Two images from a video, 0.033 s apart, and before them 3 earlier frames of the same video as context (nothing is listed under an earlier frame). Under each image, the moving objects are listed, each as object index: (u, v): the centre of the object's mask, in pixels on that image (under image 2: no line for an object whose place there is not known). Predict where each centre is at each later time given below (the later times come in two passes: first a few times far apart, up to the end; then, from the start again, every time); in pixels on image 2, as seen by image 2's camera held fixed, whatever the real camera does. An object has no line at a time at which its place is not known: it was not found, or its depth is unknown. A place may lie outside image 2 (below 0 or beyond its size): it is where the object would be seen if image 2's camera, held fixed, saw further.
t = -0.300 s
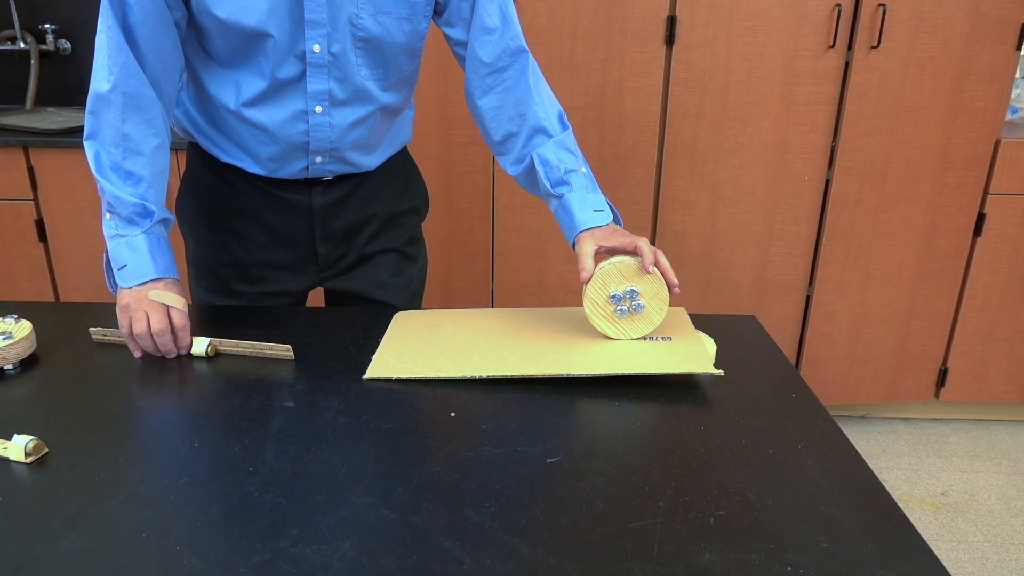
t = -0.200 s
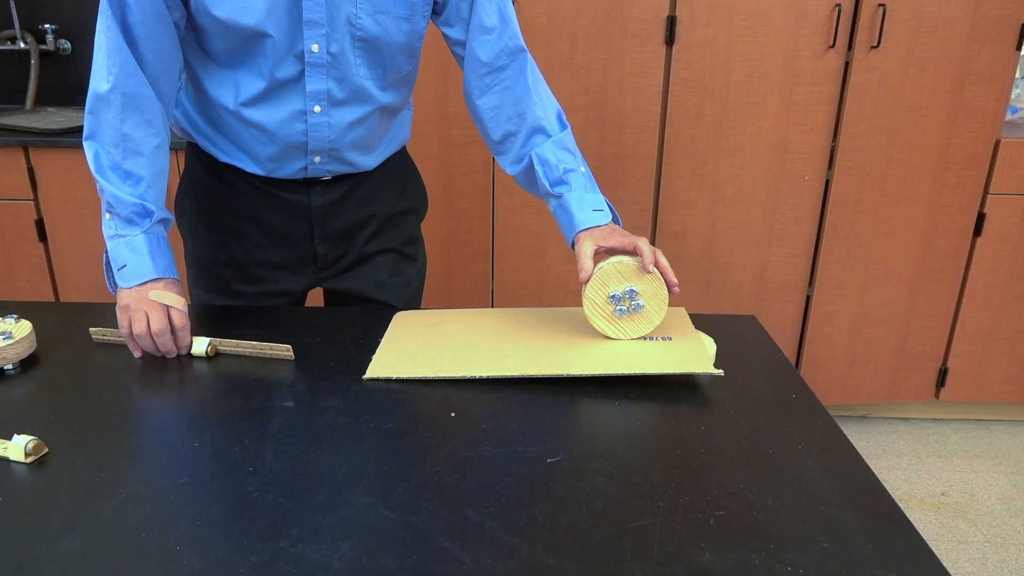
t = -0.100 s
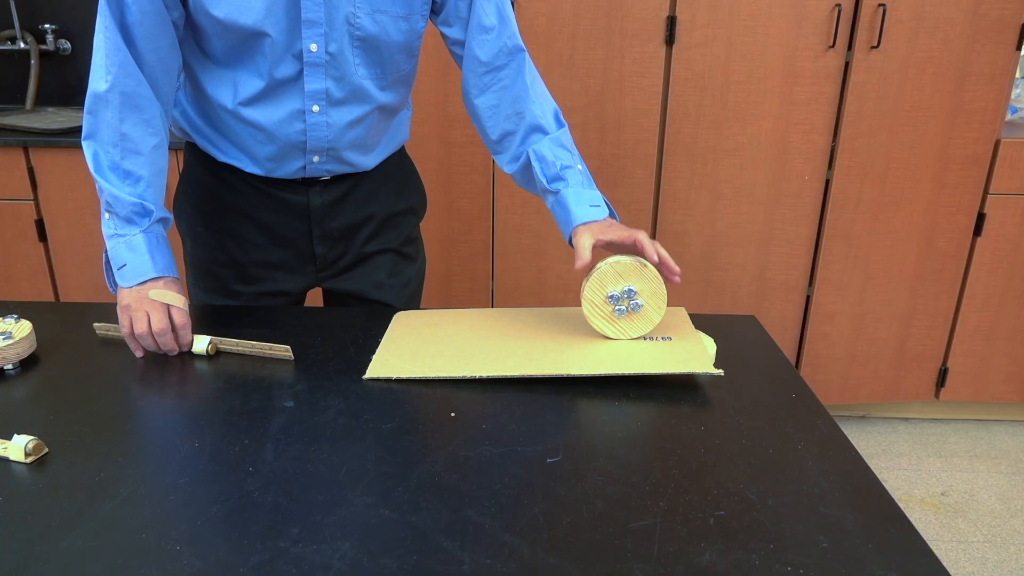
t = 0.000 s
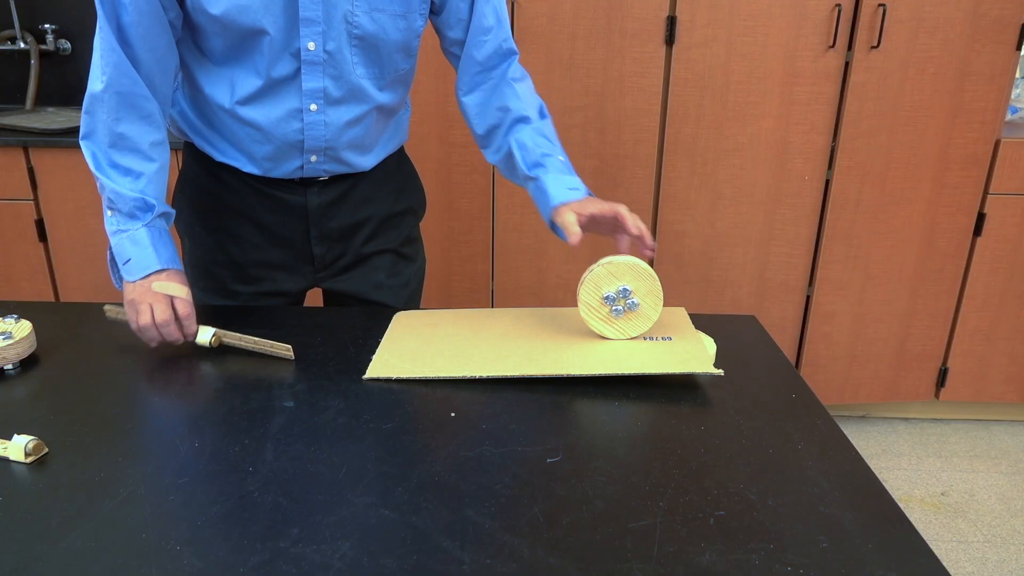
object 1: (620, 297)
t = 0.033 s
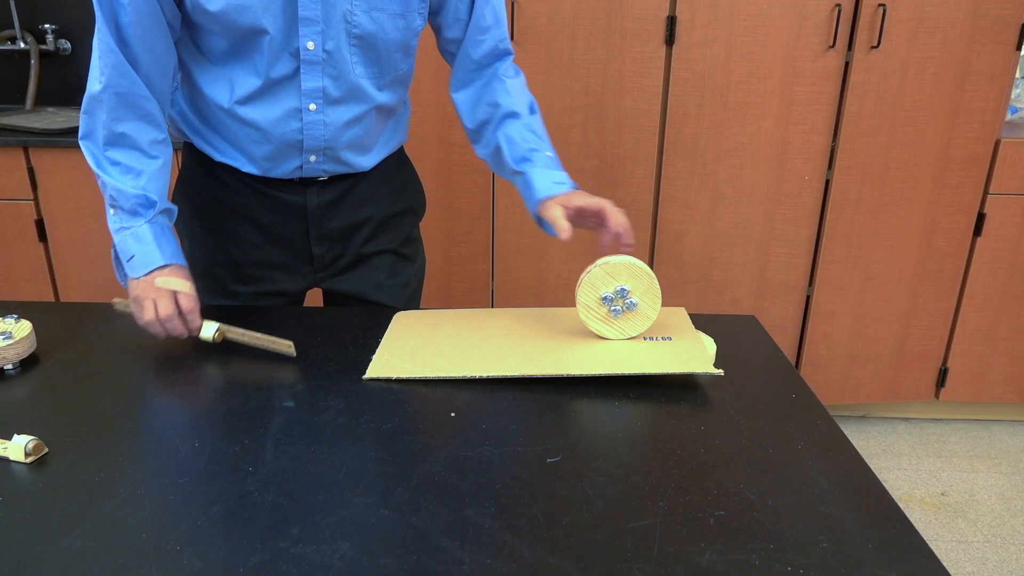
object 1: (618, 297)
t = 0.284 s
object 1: (596, 297)
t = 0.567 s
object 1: (552, 298)
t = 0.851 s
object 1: (482, 300)
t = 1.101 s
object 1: (399, 303)
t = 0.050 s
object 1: (617, 297)
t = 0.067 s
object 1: (616, 297)
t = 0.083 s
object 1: (615, 297)
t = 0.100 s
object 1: (614, 297)
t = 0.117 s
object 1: (613, 297)
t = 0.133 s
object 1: (611, 297)
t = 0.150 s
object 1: (610, 297)
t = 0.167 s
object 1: (609, 297)
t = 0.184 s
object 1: (607, 297)
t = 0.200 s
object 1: (605, 297)
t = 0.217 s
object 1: (604, 297)
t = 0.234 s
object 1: (602, 297)
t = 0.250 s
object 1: (600, 297)
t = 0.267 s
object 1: (598, 297)
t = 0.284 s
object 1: (596, 297)
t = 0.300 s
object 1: (594, 297)
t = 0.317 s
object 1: (592, 297)
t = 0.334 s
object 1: (590, 298)
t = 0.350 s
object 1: (588, 297)
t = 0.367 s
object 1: (586, 297)
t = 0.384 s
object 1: (583, 298)
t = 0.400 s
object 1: (581, 298)
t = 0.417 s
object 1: (578, 298)
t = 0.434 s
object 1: (576, 298)
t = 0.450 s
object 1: (573, 298)
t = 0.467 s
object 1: (570, 298)
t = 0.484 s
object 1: (568, 298)
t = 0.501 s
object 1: (565, 298)
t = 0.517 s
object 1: (562, 298)
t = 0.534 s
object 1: (559, 298)
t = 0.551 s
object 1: (555, 298)
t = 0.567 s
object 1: (552, 298)
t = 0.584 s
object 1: (549, 298)
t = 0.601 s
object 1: (545, 298)
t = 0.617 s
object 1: (542, 298)
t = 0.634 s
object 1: (538, 299)
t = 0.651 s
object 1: (535, 299)
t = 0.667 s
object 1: (531, 299)
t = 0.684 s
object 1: (527, 299)
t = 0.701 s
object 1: (523, 299)
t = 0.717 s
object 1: (519, 299)
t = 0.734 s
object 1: (514, 299)
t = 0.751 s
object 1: (510, 299)
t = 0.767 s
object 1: (505, 299)
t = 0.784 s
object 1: (501, 299)
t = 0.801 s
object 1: (496, 300)
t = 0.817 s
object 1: (491, 300)
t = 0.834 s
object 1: (487, 300)
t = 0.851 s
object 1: (482, 300)
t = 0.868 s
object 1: (477, 300)
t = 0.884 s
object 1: (471, 301)
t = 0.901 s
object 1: (466, 301)
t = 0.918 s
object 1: (461, 301)
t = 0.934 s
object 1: (456, 301)
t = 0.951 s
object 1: (450, 301)
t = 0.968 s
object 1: (445, 301)
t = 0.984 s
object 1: (439, 301)
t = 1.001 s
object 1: (433, 301)
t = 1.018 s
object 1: (428, 302)
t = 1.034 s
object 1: (422, 302)
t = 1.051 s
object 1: (416, 302)
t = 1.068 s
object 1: (411, 302)
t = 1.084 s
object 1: (405, 303)
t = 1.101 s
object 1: (399, 303)
